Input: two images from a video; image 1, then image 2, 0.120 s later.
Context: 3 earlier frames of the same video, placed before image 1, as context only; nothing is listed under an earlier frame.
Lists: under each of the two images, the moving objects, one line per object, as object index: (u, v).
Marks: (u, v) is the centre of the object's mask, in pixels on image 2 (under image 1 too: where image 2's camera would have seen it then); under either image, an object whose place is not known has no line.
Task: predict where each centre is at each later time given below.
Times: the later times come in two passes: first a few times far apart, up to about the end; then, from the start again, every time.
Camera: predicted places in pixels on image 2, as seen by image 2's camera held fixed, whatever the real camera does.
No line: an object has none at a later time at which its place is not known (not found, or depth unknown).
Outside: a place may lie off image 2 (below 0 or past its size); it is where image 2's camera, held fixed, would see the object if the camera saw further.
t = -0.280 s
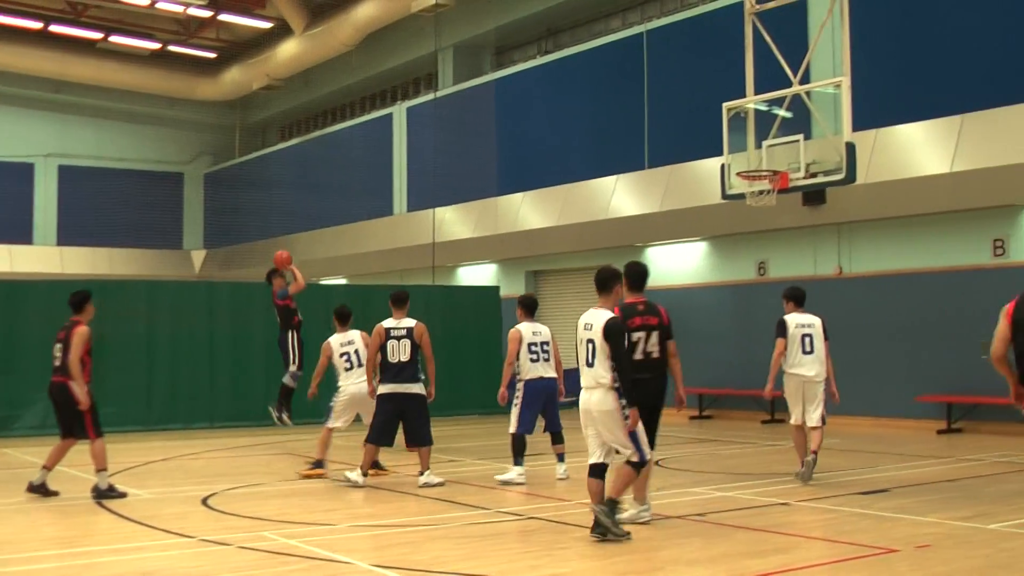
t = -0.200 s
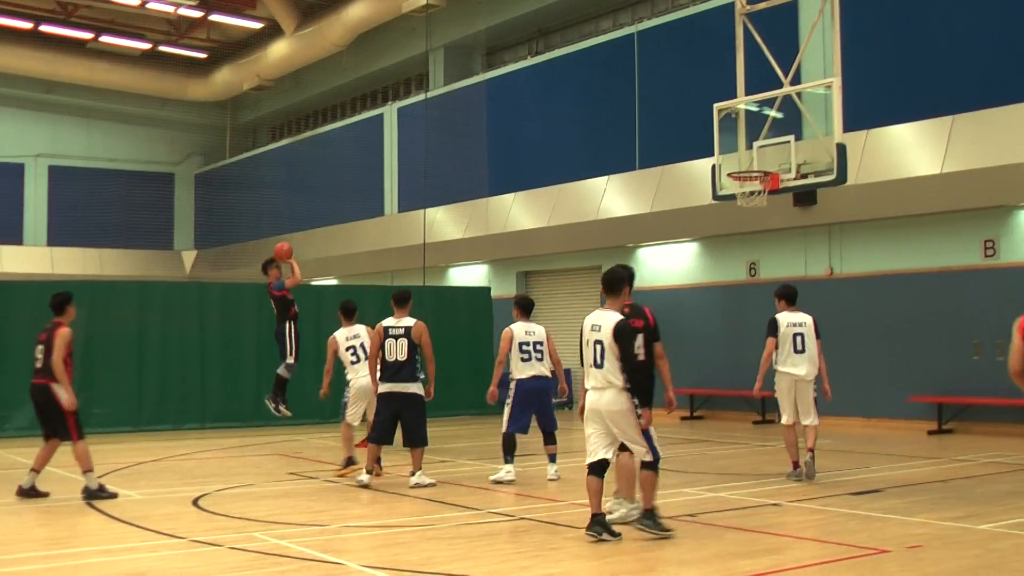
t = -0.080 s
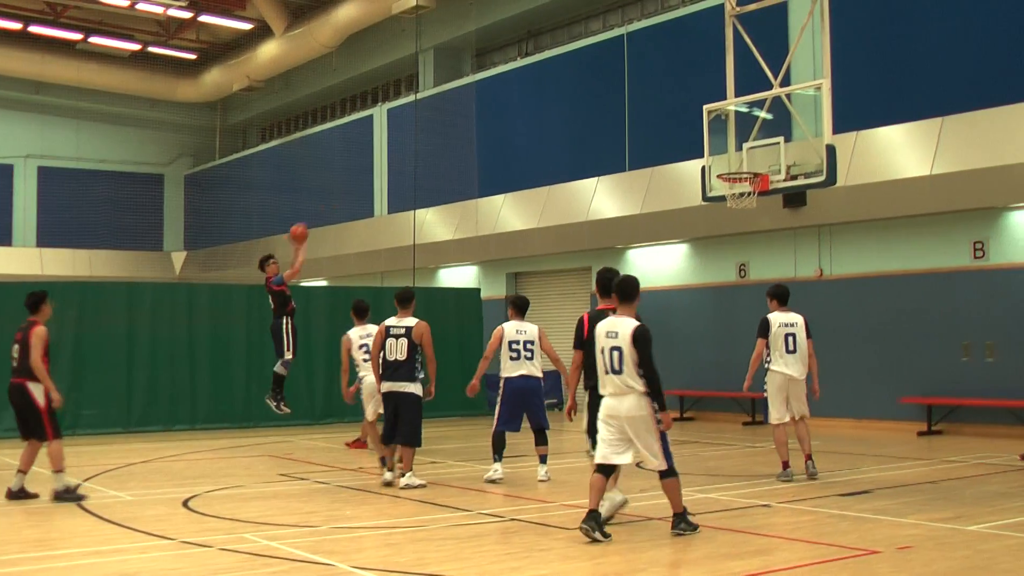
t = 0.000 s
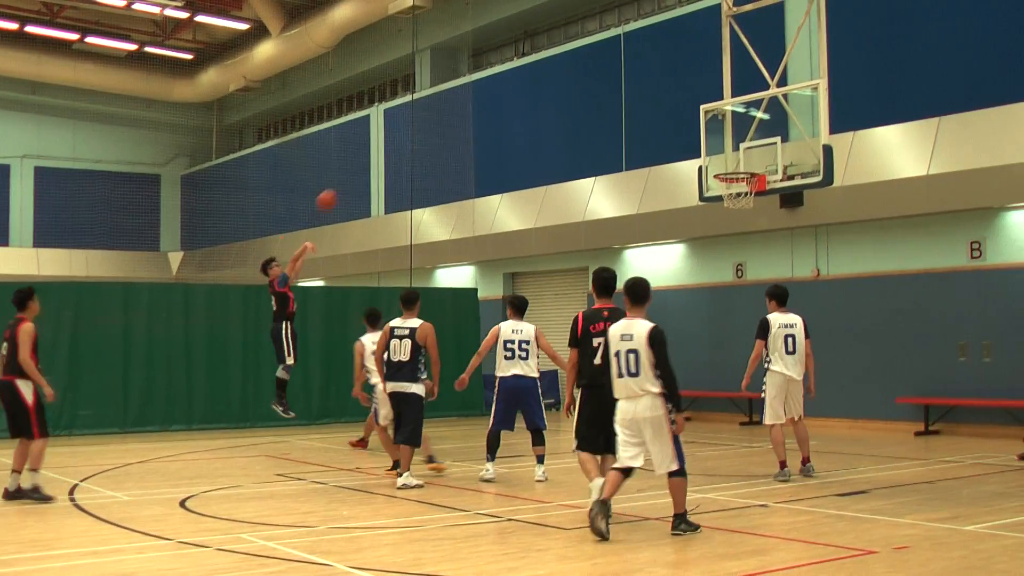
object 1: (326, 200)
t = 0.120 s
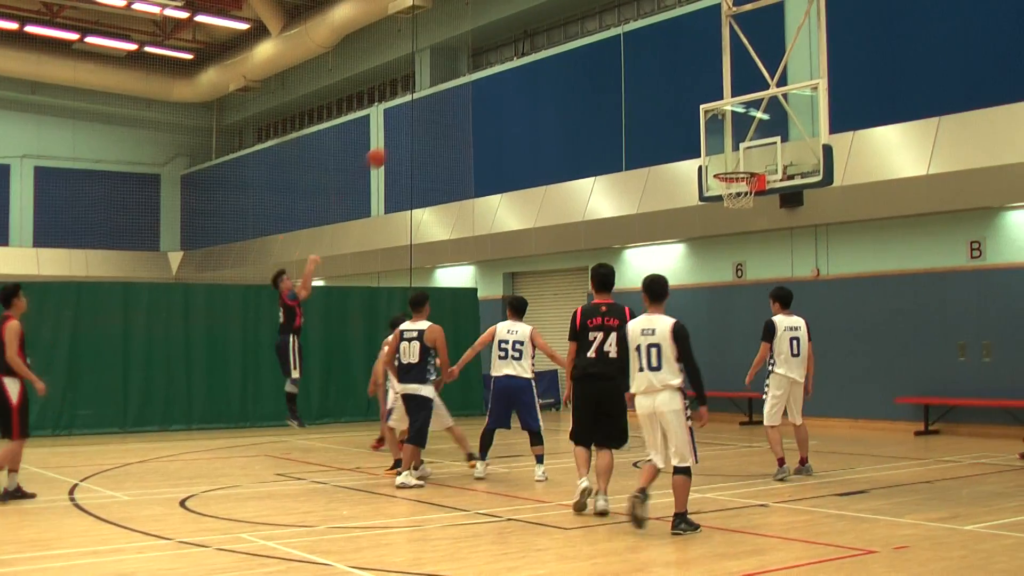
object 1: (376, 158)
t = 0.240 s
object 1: (427, 125)
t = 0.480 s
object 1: (533, 91)
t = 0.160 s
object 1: (393, 145)
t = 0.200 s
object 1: (410, 134)
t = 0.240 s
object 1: (427, 125)
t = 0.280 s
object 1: (444, 116)
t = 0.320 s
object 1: (462, 109)
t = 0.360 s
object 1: (480, 102)
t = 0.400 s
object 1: (498, 97)
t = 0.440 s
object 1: (516, 93)
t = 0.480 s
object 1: (533, 91)
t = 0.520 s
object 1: (549, 90)
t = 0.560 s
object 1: (566, 89)
